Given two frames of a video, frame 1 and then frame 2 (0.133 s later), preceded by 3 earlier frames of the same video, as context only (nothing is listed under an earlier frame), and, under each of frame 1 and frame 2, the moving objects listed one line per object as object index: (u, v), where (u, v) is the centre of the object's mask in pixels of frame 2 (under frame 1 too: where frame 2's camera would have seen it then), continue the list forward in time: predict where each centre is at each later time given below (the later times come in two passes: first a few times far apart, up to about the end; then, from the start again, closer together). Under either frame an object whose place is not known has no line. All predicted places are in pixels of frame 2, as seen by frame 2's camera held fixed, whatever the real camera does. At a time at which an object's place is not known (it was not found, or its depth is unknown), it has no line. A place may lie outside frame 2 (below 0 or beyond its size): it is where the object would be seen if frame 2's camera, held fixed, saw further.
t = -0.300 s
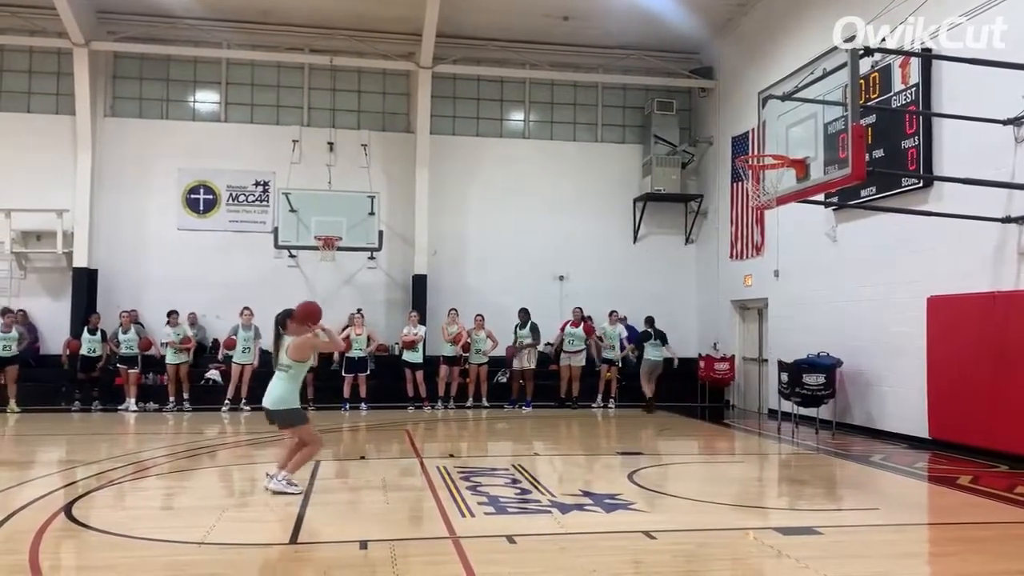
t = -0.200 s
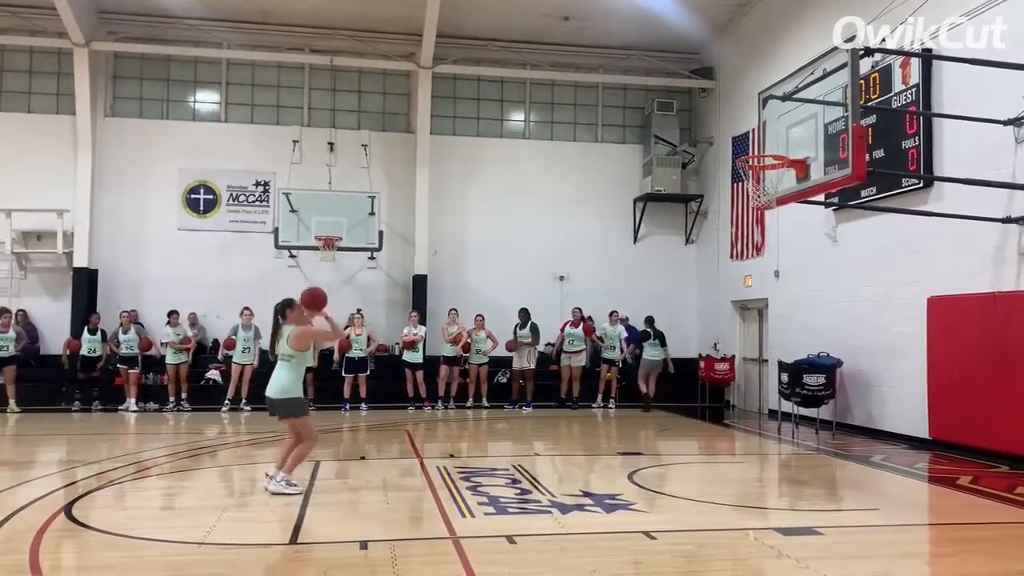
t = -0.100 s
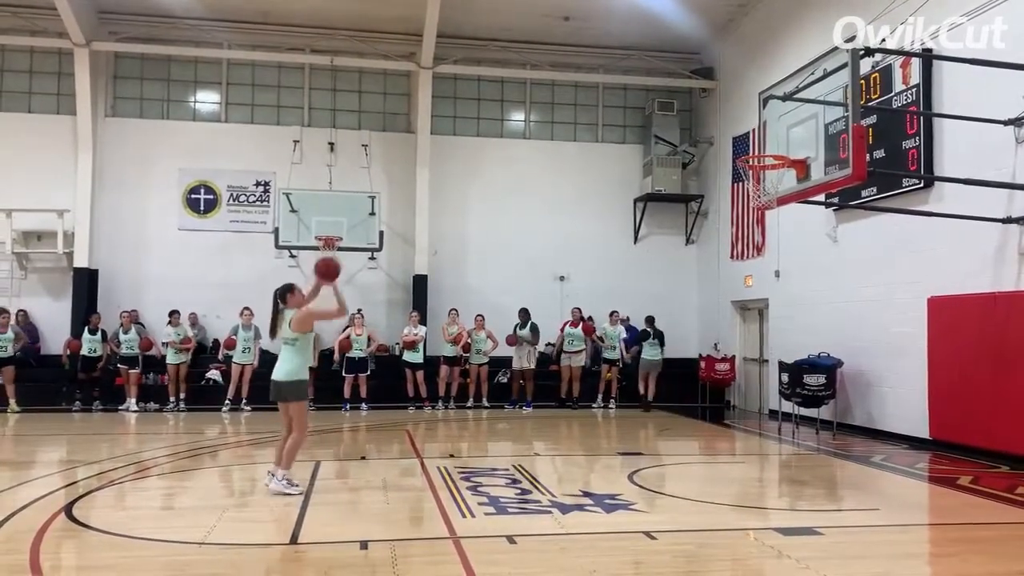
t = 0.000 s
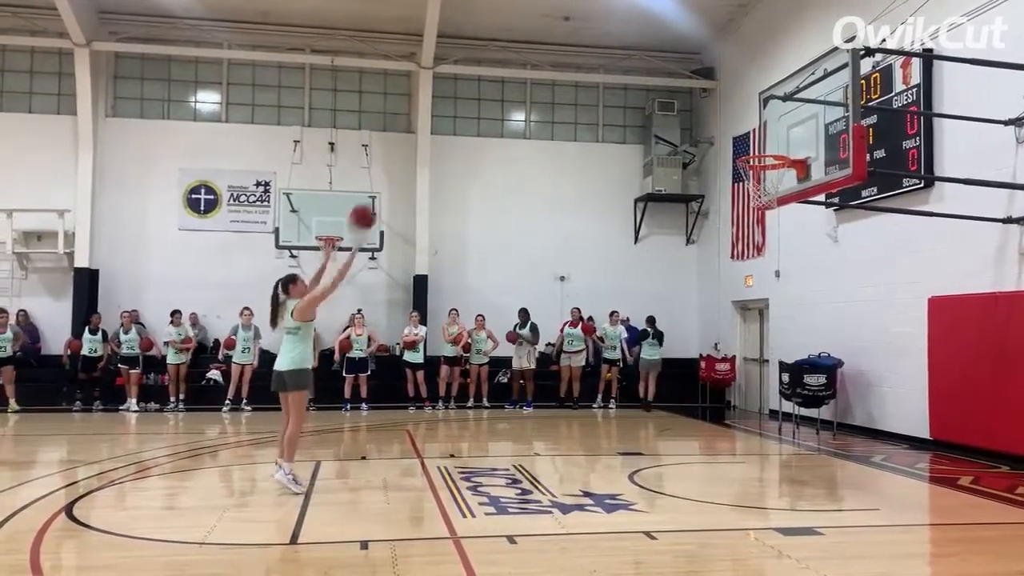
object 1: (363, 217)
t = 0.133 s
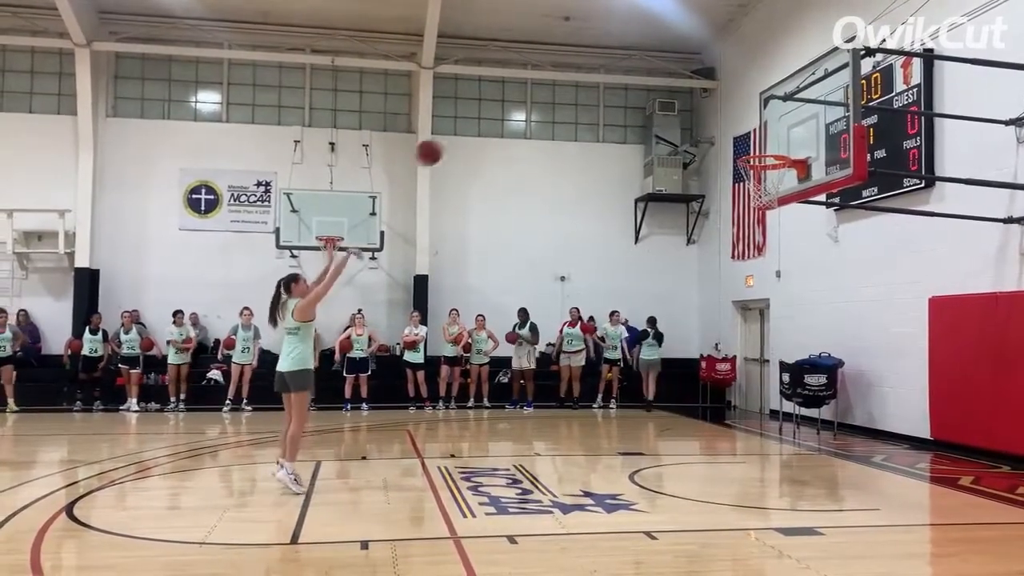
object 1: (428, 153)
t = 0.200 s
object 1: (460, 128)
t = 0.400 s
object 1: (550, 85)
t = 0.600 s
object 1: (634, 83)
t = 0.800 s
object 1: (715, 123)
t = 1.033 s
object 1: (781, 198)
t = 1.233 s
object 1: (798, 269)
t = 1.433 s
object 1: (816, 386)
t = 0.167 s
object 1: (444, 140)
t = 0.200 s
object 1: (460, 128)
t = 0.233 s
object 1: (475, 118)
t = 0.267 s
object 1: (491, 109)
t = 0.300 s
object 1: (506, 101)
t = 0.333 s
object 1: (522, 94)
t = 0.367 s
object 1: (535, 89)
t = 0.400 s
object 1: (550, 85)
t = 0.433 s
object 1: (563, 81)
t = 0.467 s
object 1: (577, 79)
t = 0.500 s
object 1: (592, 79)
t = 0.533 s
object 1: (606, 80)
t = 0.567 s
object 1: (620, 81)
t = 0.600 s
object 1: (634, 83)
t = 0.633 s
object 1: (648, 88)
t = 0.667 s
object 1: (660, 92)
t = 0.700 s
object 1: (676, 98)
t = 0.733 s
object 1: (689, 103)
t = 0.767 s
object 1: (701, 113)
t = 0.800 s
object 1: (715, 123)
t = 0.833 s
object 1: (727, 132)
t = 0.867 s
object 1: (740, 142)
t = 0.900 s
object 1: (753, 149)
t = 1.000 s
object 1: (778, 188)
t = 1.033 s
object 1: (781, 198)
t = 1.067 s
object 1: (785, 209)
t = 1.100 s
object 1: (786, 216)
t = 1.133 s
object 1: (789, 227)
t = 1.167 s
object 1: (792, 240)
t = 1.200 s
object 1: (795, 254)
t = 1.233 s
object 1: (798, 269)
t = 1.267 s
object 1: (801, 284)
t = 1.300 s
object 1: (804, 302)
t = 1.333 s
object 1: (807, 321)
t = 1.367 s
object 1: (810, 341)
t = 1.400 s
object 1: (813, 361)
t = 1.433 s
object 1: (816, 386)
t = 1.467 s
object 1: (819, 410)
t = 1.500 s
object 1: (824, 435)
